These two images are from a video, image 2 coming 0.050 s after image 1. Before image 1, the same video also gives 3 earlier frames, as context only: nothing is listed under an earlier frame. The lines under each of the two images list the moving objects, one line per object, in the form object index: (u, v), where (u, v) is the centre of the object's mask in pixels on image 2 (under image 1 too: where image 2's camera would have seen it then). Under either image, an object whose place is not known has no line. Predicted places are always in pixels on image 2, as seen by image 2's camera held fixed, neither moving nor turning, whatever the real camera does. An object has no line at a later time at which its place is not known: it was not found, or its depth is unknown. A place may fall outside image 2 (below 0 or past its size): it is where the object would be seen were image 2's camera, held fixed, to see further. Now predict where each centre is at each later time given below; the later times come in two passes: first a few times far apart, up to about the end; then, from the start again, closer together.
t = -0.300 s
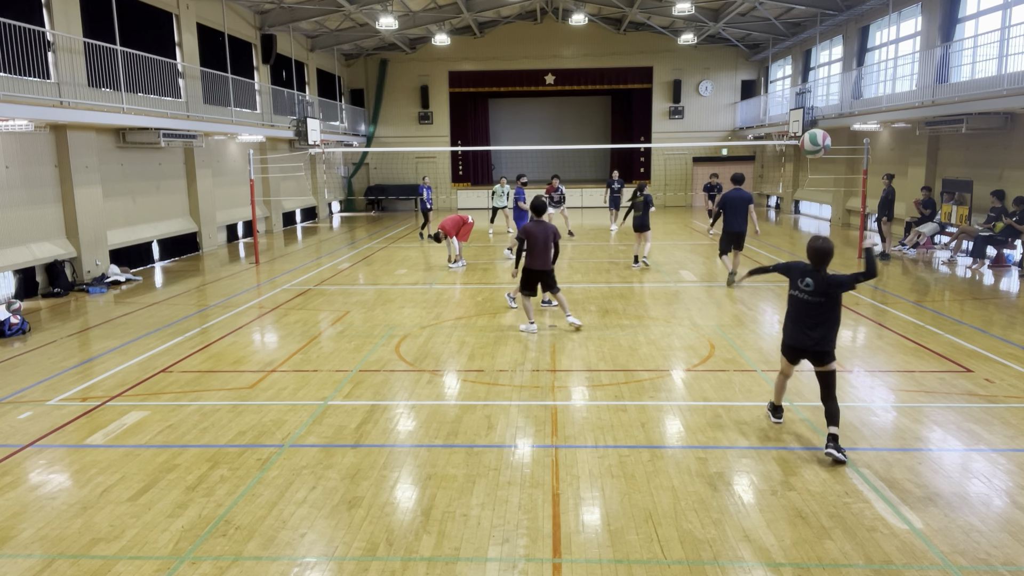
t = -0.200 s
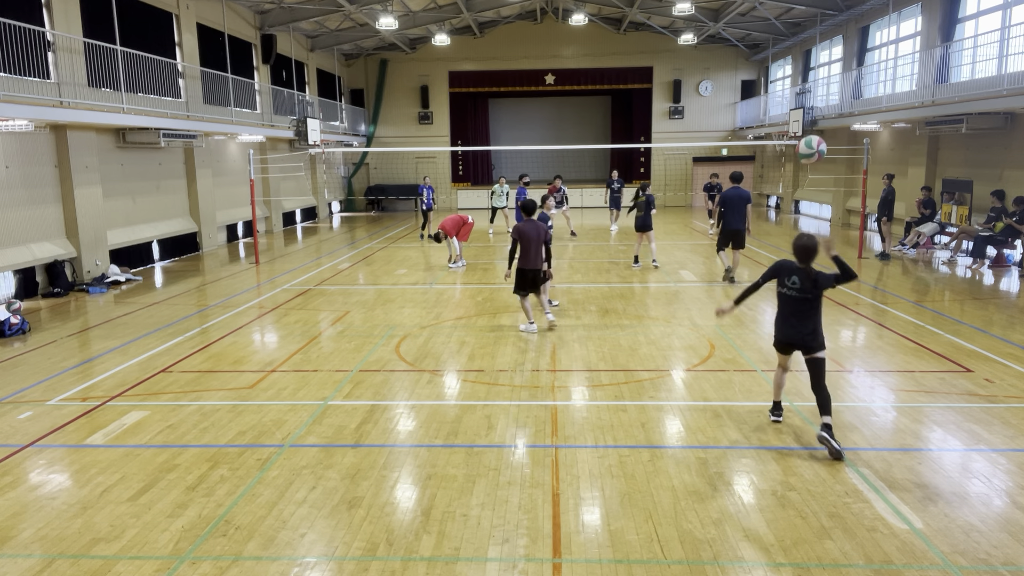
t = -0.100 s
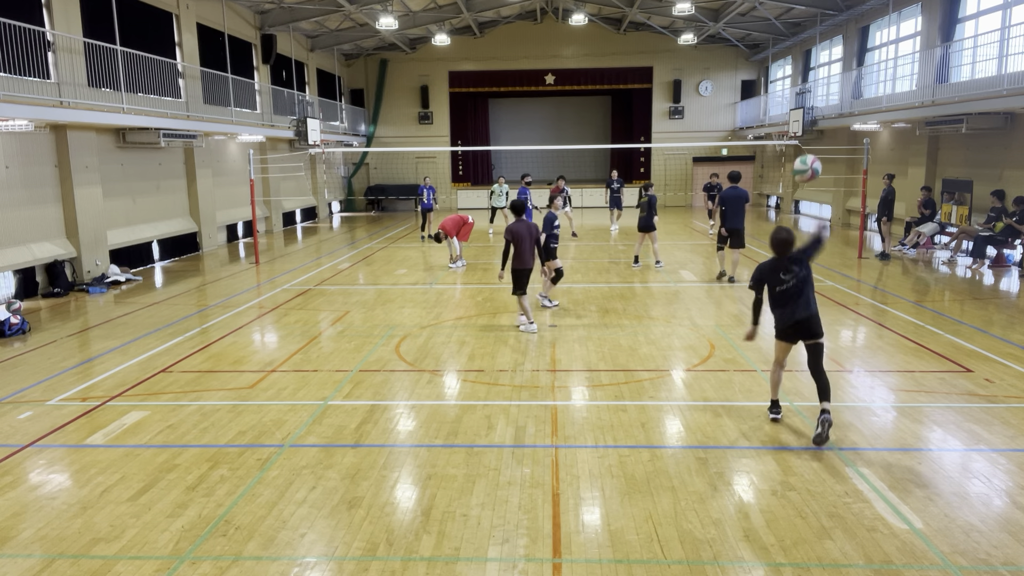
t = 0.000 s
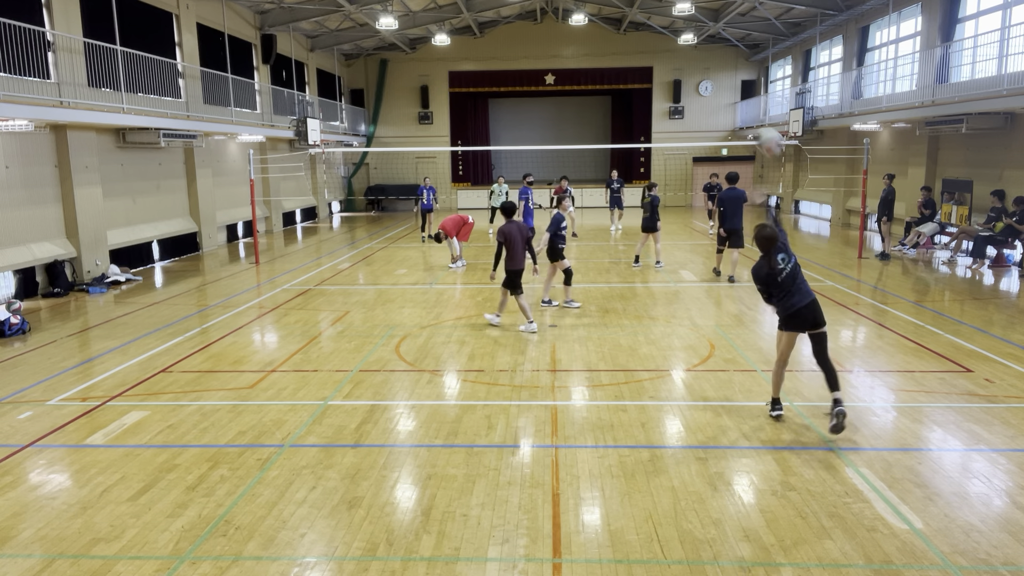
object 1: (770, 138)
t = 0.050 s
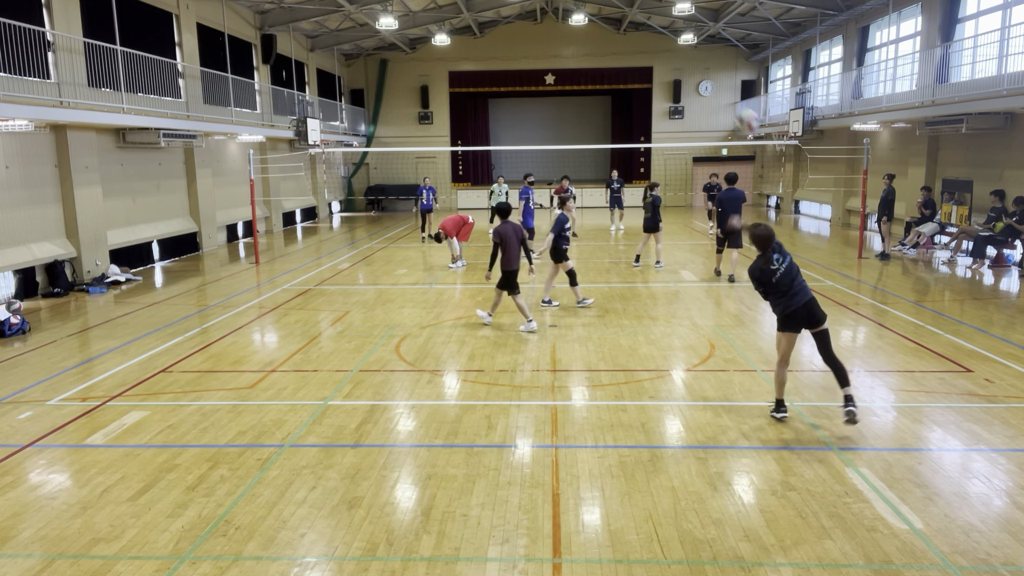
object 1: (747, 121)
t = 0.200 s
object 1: (703, 89)
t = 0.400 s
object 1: (666, 85)
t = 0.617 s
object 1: (638, 107)
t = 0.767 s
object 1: (625, 131)
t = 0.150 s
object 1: (716, 95)
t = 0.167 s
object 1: (711, 93)
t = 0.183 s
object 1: (707, 90)
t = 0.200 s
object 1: (703, 89)
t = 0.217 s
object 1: (699, 87)
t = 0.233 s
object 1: (695, 86)
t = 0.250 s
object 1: (692, 85)
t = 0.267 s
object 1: (688, 84)
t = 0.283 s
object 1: (685, 84)
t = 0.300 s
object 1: (682, 83)
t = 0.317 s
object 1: (679, 83)
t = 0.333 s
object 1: (676, 84)
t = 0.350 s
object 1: (674, 83)
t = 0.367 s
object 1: (671, 84)
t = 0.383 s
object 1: (668, 84)
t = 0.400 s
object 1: (666, 85)
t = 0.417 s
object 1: (663, 86)
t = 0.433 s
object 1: (661, 87)
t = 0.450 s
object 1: (658, 89)
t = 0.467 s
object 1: (655, 90)
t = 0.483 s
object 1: (653, 92)
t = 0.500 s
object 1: (651, 93)
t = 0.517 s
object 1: (649, 95)
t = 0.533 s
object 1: (647, 97)
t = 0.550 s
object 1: (645, 98)
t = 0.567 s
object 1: (643, 100)
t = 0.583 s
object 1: (641, 102)
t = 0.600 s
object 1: (639, 104)
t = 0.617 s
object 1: (638, 107)
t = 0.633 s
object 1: (636, 109)
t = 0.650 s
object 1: (634, 111)
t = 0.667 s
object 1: (633, 114)
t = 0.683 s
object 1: (631, 117)
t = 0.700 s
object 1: (630, 120)
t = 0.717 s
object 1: (628, 122)
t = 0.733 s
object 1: (627, 125)
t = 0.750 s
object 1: (626, 128)
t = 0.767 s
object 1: (625, 131)
